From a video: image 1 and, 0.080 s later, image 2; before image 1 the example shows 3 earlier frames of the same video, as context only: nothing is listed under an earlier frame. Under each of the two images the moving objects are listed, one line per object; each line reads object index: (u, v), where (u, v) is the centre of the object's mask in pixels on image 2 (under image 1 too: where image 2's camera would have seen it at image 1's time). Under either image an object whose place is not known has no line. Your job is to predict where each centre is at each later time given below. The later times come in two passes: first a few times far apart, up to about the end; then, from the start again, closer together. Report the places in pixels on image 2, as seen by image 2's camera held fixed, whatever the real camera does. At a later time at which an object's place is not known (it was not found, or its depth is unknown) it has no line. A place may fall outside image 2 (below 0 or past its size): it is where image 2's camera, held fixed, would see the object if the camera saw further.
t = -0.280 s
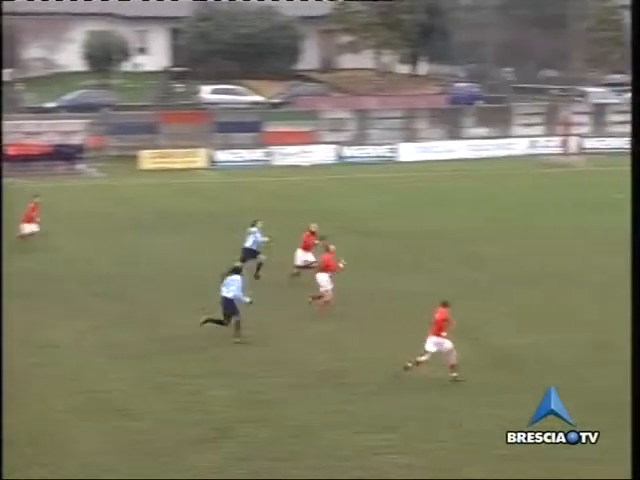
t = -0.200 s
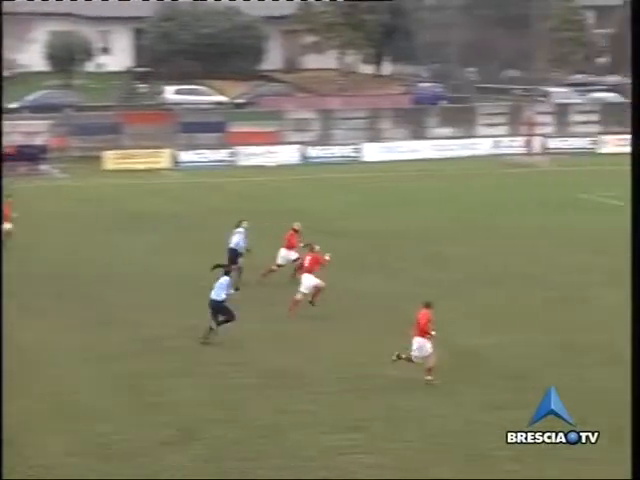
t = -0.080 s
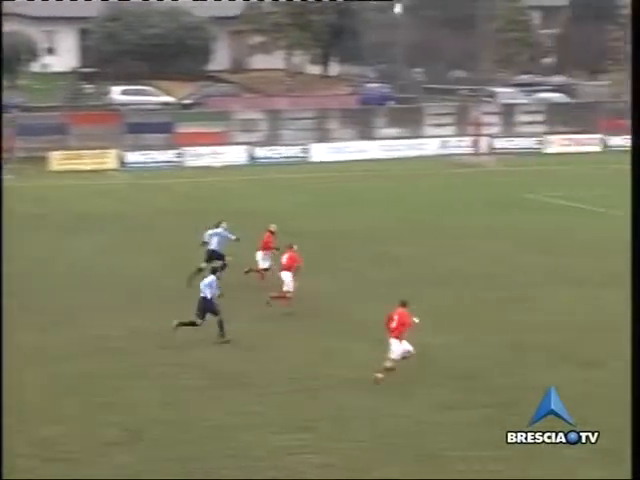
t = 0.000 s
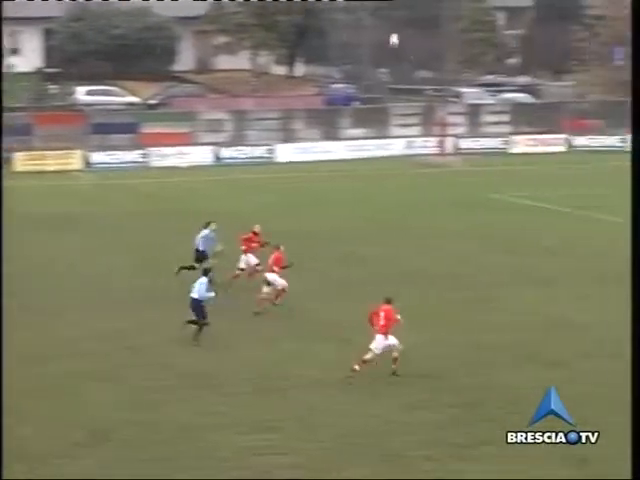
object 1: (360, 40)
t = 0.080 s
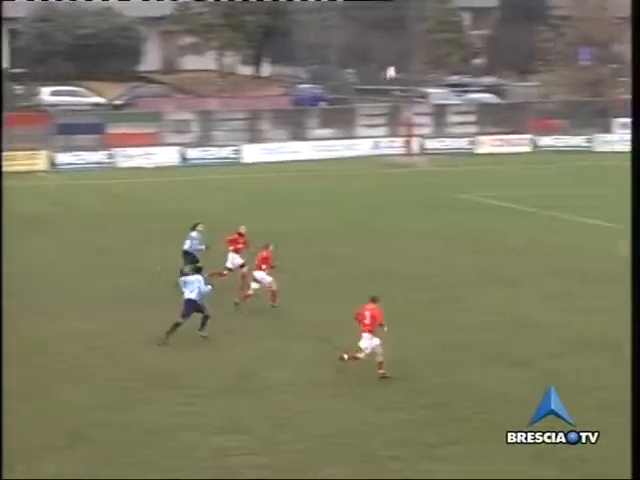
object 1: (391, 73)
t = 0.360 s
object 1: (490, 194)
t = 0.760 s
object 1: (606, 243)
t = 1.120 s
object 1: (694, 188)
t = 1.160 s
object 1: (703, 185)
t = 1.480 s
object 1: (777, 185)
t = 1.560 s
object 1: (796, 192)
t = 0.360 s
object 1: (490, 194)
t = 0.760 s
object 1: (606, 243)
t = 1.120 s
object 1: (694, 188)
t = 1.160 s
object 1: (703, 185)
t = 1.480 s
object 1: (777, 185)
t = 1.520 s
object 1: (788, 188)
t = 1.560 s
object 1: (796, 192)
